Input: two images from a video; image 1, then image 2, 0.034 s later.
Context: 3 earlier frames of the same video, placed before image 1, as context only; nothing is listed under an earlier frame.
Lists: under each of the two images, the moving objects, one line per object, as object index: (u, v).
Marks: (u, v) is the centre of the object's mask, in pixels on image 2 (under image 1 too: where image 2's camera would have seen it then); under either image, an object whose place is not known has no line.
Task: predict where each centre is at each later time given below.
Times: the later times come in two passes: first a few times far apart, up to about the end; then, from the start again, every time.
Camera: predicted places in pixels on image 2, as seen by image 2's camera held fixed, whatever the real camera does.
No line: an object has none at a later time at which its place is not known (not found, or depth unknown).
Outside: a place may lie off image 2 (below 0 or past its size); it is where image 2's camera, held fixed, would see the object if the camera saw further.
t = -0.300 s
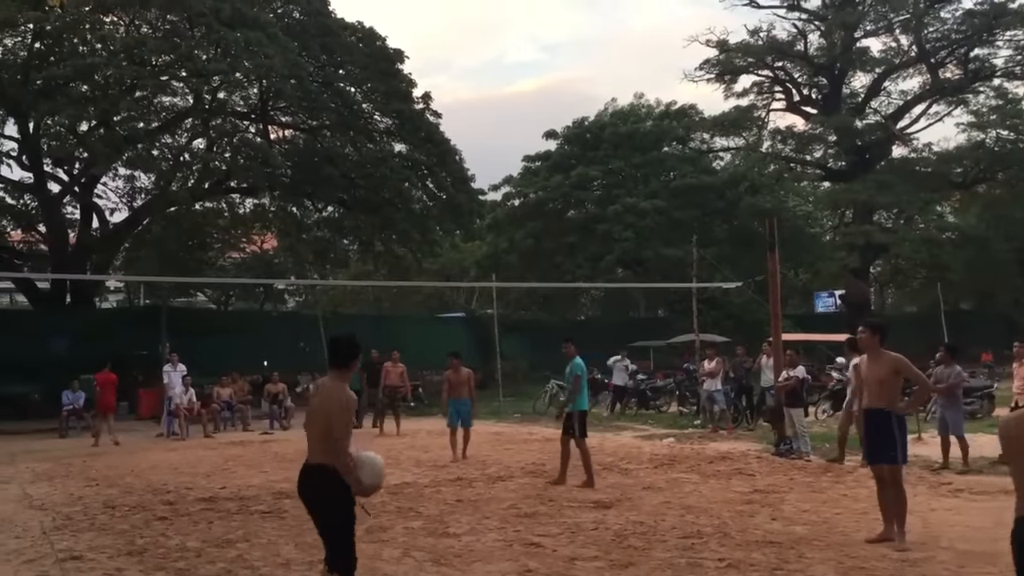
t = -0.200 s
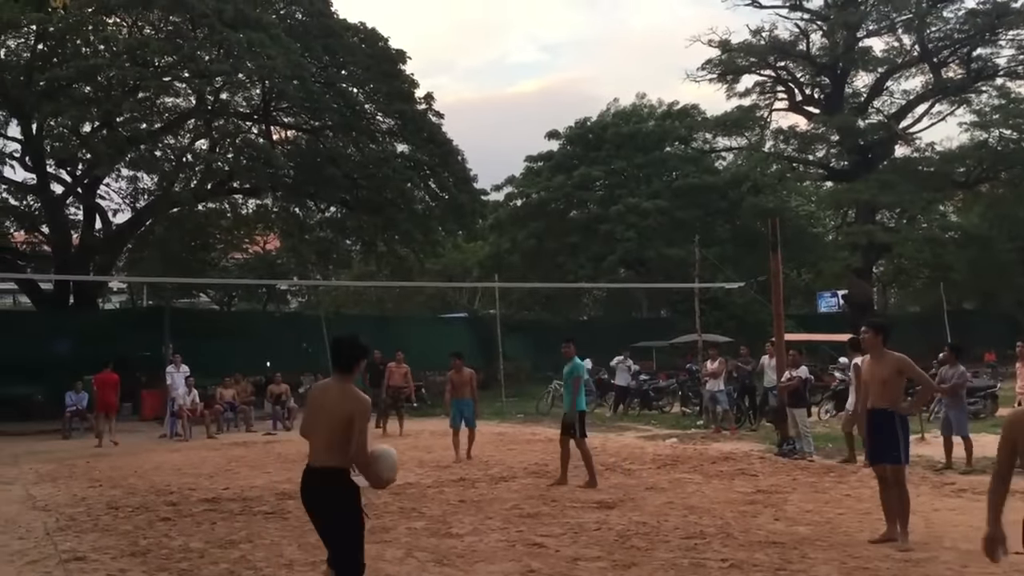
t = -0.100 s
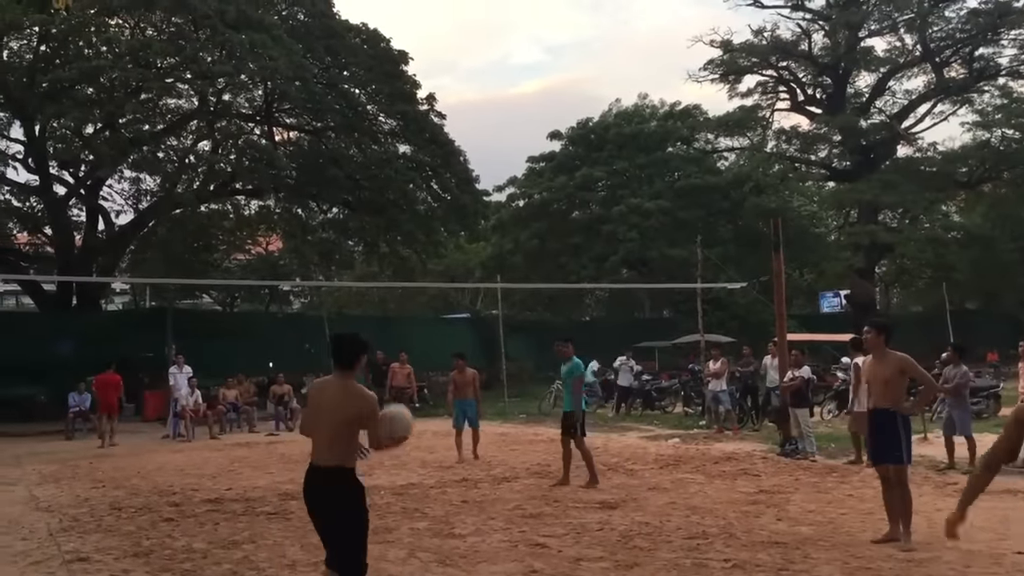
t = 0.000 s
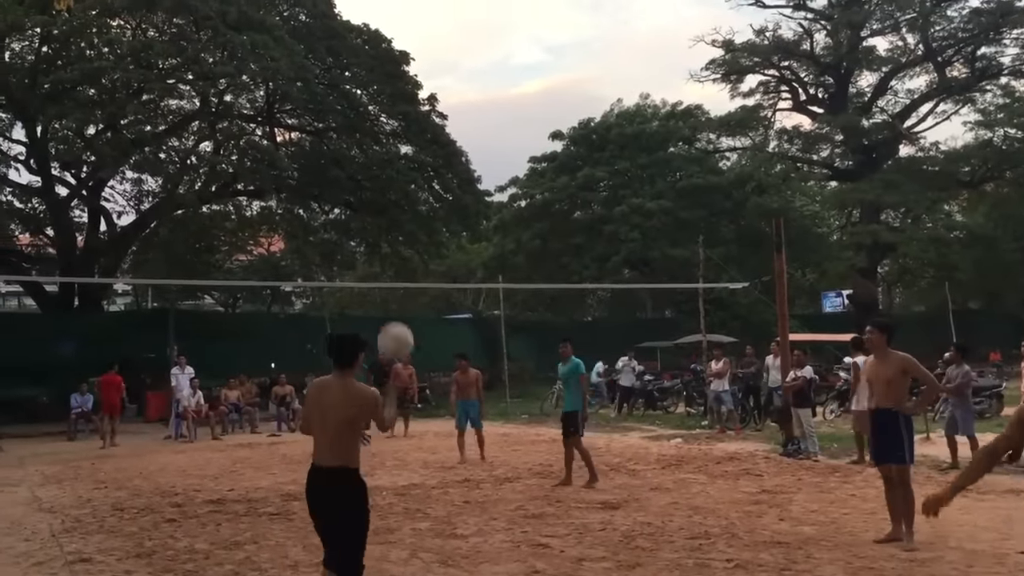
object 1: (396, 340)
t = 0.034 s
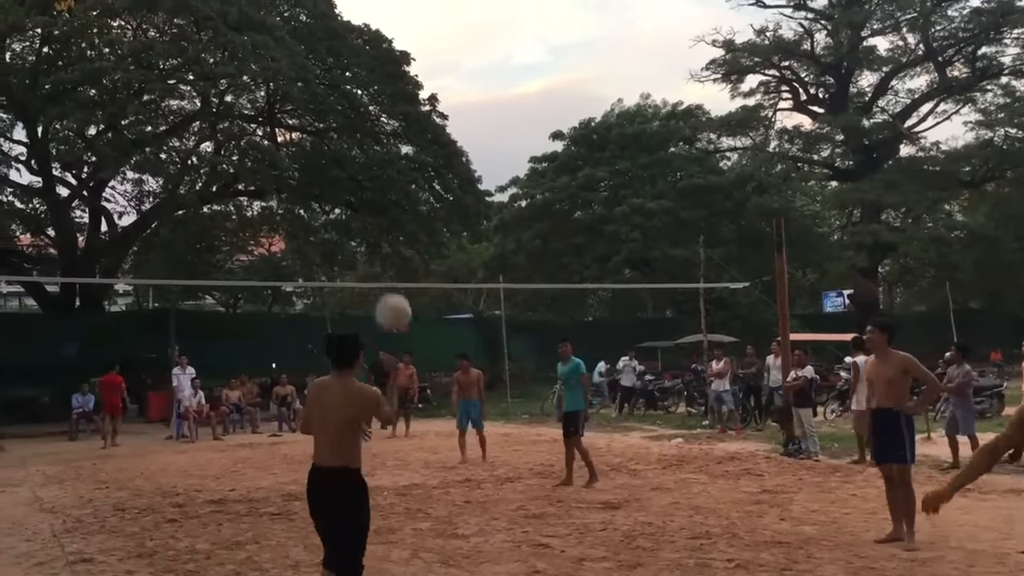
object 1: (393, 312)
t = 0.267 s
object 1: (372, 158)
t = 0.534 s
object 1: (350, 85)
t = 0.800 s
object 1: (329, 129)
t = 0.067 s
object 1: (390, 286)
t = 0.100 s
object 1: (387, 260)
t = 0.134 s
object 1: (384, 236)
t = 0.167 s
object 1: (381, 213)
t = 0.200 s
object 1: (378, 194)
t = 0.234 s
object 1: (375, 174)
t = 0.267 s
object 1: (372, 158)
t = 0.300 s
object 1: (369, 142)
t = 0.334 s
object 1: (366, 128)
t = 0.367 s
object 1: (363, 118)
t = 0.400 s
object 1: (362, 108)
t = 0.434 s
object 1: (359, 99)
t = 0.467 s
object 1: (356, 93)
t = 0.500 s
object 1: (353, 88)
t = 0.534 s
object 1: (350, 85)
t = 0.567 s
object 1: (347, 84)
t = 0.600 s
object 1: (345, 85)
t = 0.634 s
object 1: (343, 87)
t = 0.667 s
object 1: (339, 91)
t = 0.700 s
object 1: (337, 98)
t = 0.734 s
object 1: (334, 106)
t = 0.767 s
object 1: (332, 116)
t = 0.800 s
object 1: (329, 129)
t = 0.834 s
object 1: (327, 143)
